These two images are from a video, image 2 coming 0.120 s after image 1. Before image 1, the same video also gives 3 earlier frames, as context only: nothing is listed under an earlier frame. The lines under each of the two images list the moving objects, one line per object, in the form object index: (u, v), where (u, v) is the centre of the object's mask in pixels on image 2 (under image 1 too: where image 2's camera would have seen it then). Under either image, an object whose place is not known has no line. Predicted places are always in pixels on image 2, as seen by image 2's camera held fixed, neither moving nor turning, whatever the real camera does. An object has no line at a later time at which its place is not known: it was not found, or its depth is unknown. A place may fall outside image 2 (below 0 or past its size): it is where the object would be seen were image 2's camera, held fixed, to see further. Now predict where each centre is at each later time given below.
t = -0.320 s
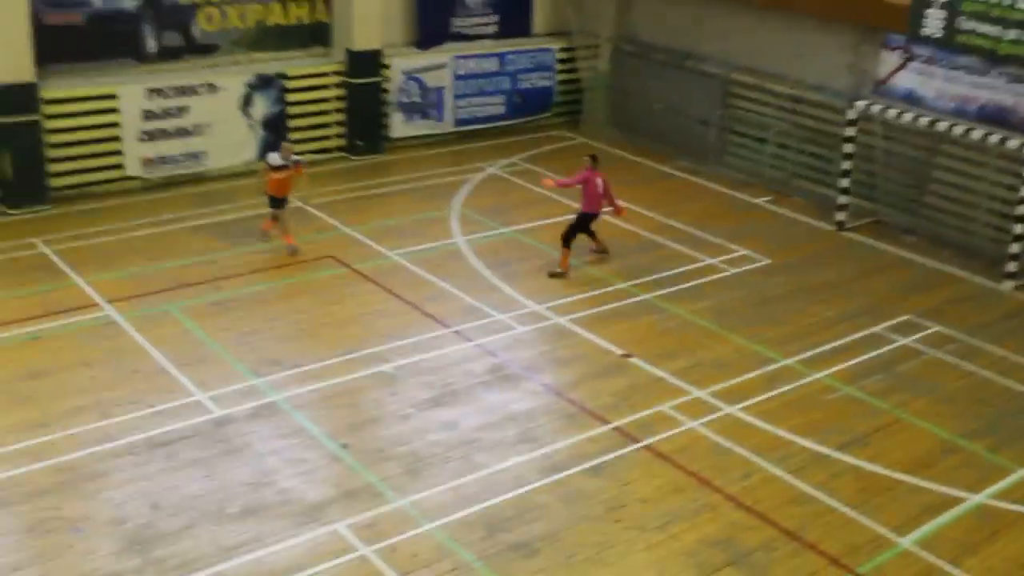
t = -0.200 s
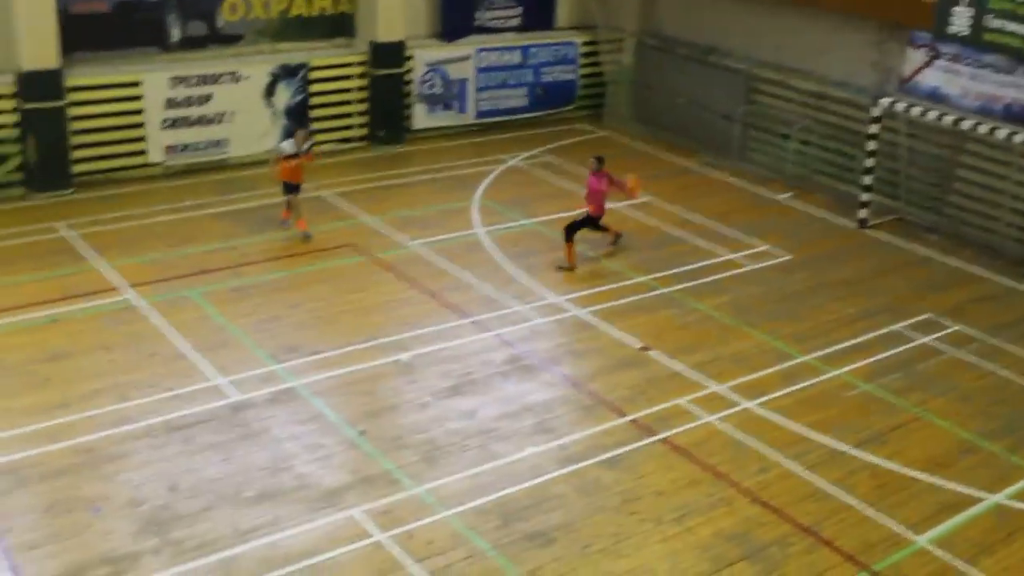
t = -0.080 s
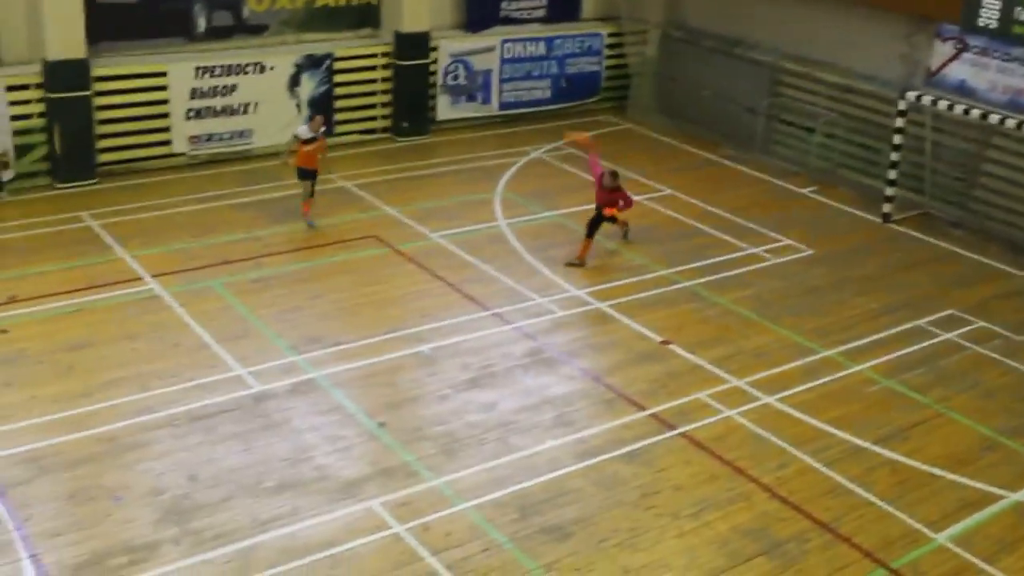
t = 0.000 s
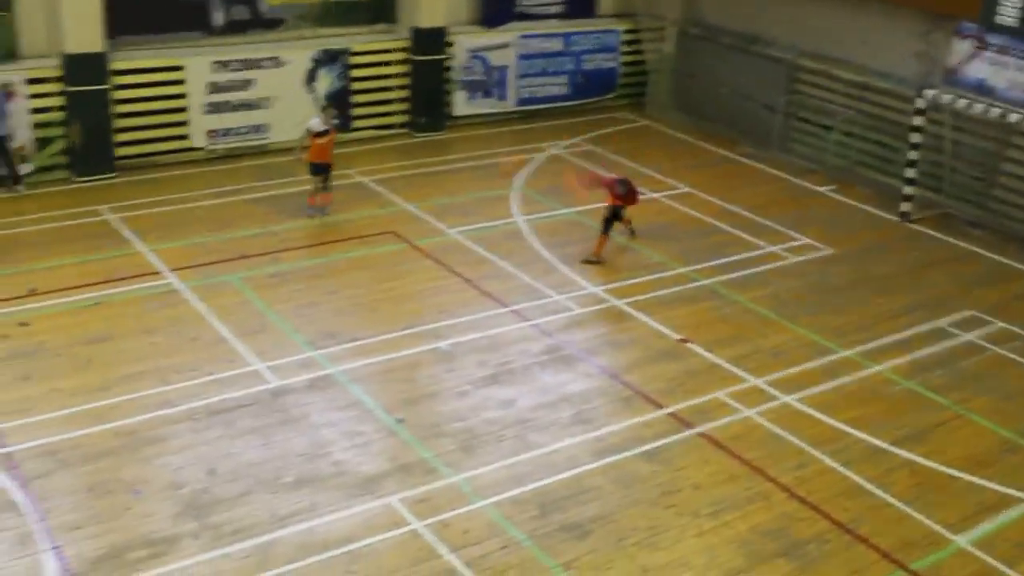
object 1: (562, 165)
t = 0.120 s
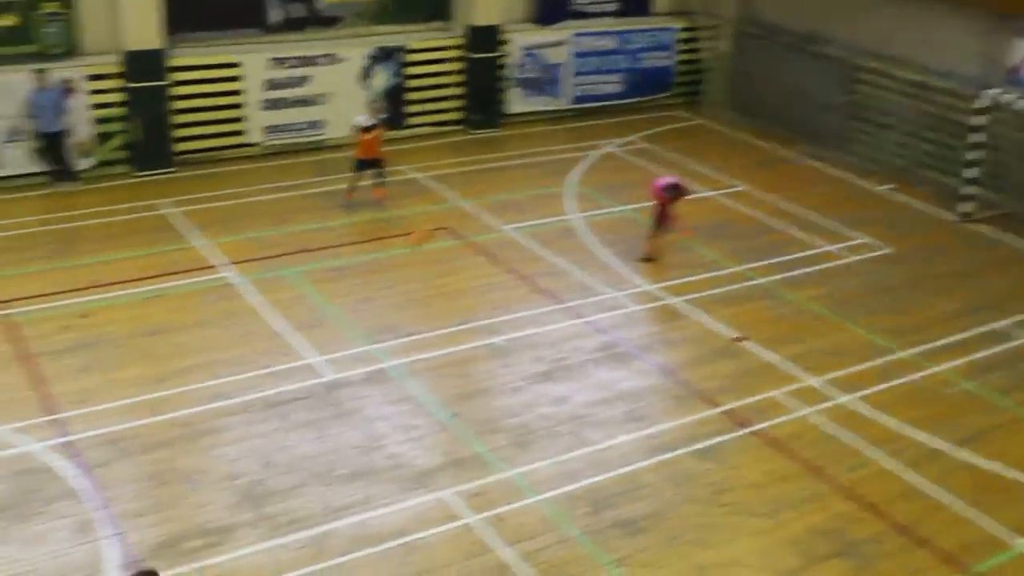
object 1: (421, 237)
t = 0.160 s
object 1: (366, 269)
